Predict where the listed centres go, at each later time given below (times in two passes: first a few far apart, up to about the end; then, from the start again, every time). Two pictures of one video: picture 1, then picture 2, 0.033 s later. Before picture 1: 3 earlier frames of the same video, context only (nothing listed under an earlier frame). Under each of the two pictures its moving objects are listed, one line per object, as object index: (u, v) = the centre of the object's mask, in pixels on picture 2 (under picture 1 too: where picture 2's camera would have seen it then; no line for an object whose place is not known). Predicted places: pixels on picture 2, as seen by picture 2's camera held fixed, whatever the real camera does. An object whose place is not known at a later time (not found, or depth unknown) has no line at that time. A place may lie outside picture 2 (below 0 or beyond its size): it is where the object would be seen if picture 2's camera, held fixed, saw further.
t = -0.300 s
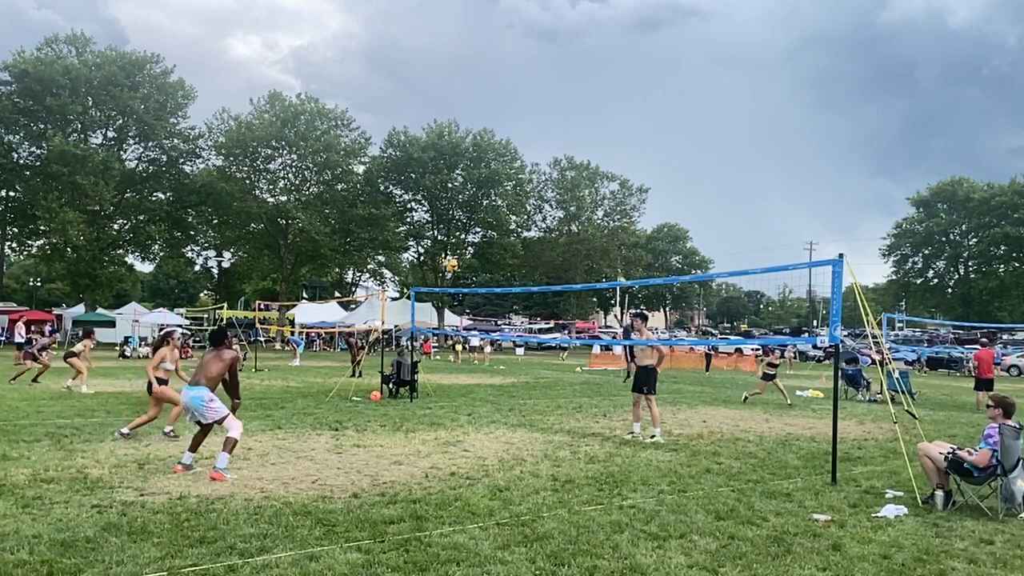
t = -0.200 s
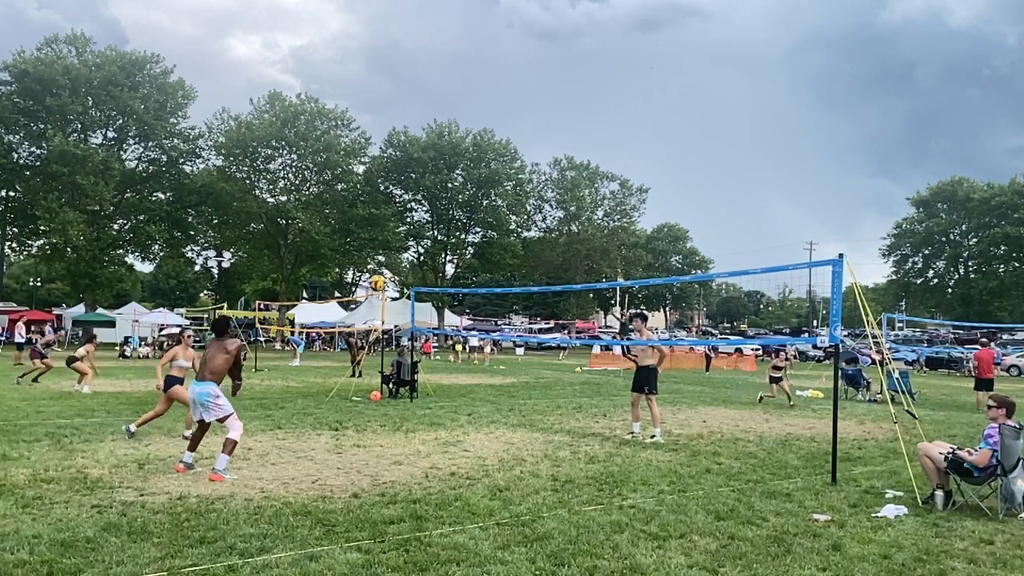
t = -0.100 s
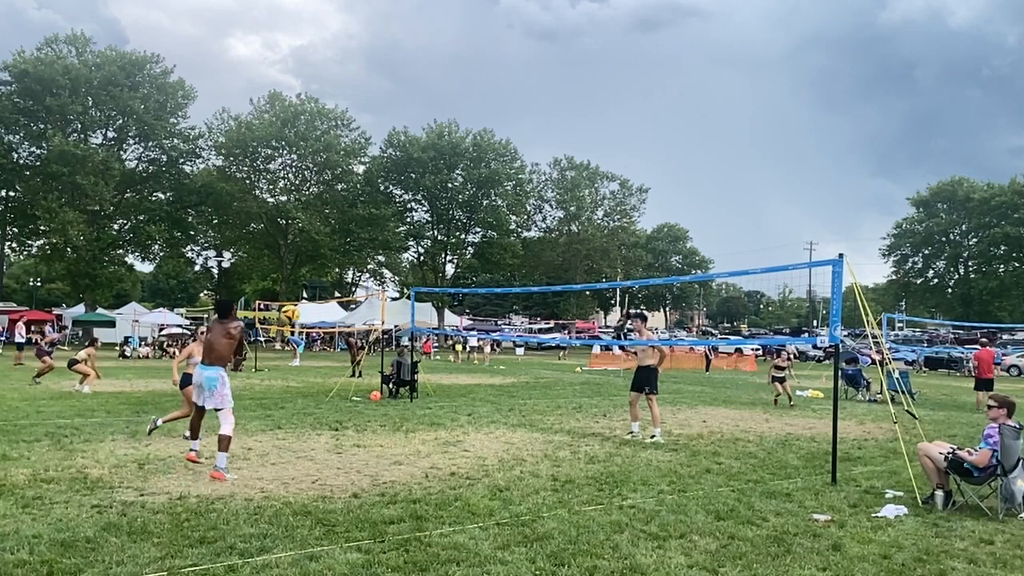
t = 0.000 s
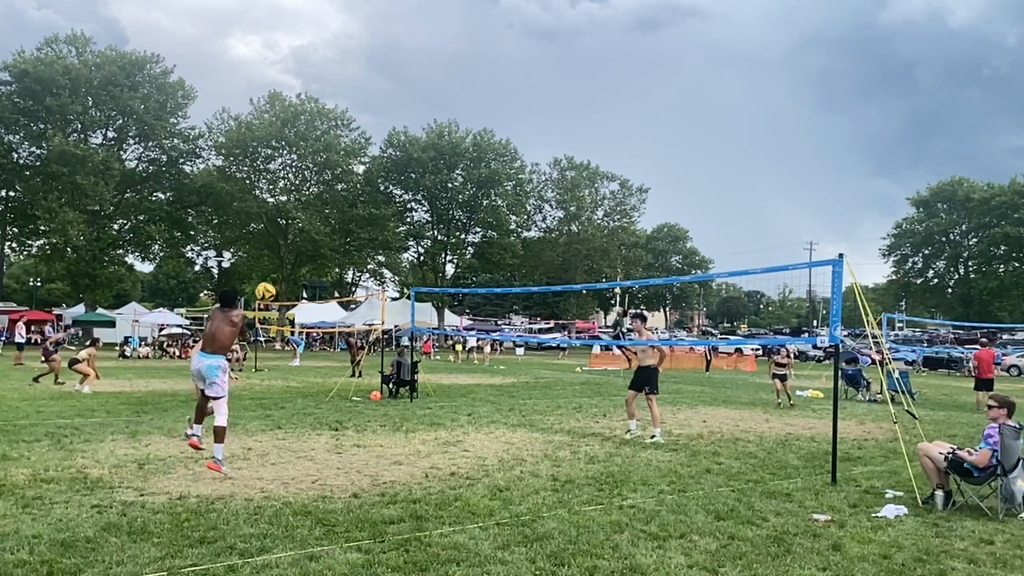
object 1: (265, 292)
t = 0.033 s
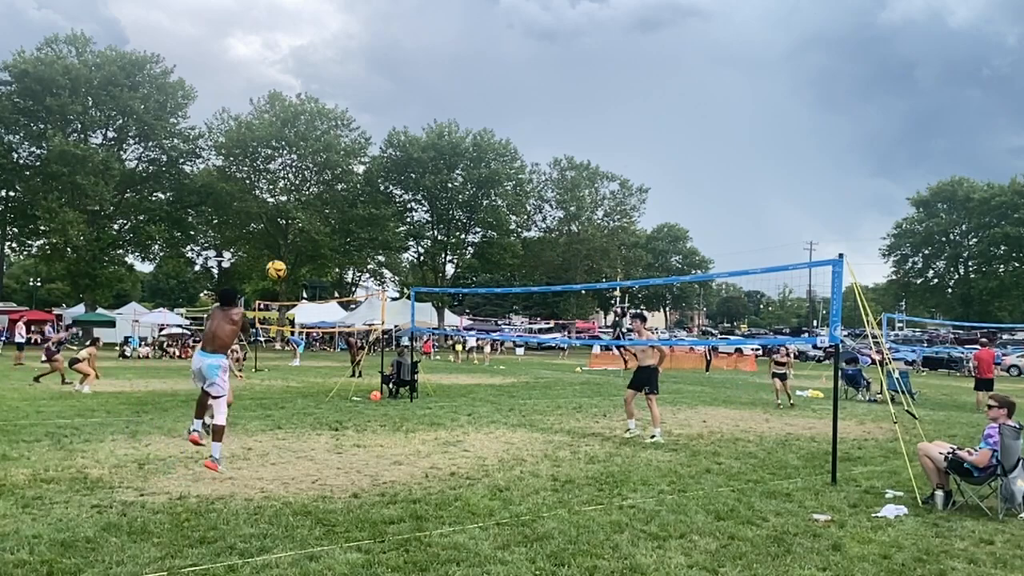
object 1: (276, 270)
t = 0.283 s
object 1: (349, 146)
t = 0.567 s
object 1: (411, 86)
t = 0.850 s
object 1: (461, 89)
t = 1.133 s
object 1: (504, 140)
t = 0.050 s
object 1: (281, 259)
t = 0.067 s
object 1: (287, 249)
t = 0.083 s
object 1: (292, 239)
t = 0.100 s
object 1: (297, 229)
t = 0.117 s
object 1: (303, 220)
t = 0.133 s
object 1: (307, 211)
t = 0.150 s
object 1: (312, 203)
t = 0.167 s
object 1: (317, 194)
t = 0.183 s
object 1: (322, 186)
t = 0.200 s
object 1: (326, 179)
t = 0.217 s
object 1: (330, 172)
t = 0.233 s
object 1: (335, 165)
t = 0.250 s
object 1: (340, 158)
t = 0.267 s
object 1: (343, 152)
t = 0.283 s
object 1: (349, 146)
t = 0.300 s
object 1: (352, 141)
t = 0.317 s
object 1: (356, 135)
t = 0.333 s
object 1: (361, 132)
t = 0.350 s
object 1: (364, 126)
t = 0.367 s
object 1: (368, 120)
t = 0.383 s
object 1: (372, 116)
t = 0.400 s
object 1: (376, 112)
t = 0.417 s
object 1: (379, 109)
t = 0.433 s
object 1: (383, 105)
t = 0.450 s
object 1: (387, 102)
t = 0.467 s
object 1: (391, 99)
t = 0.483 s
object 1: (394, 96)
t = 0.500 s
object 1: (397, 94)
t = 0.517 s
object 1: (401, 91)
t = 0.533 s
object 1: (404, 89)
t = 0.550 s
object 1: (407, 87)
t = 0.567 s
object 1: (411, 86)
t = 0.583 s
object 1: (415, 84)
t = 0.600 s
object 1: (418, 83)
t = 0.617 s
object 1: (420, 82)
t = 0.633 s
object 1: (424, 82)
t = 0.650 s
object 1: (427, 81)
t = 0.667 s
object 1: (430, 81)
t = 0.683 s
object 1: (433, 80)
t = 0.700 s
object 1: (436, 80)
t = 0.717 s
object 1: (439, 80)
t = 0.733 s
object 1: (442, 81)
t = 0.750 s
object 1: (445, 82)
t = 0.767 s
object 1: (448, 83)
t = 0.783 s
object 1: (451, 83)
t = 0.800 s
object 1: (453, 84)
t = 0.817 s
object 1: (456, 86)
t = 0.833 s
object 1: (459, 87)
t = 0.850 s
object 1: (461, 89)
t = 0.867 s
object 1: (464, 90)
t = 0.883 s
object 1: (467, 92)
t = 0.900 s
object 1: (469, 95)
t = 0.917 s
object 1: (472, 97)
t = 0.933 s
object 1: (474, 99)
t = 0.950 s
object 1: (477, 102)
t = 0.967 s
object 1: (479, 105)
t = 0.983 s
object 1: (482, 108)
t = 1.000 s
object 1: (484, 111)
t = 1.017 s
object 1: (487, 114)
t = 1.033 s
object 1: (489, 117)
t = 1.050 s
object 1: (492, 121)
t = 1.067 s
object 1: (494, 125)
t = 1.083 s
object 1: (496, 128)
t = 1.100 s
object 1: (498, 132)
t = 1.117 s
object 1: (501, 135)
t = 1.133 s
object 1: (504, 140)
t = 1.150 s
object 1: (505, 145)
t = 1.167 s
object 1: (507, 147)
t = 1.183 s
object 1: (510, 151)
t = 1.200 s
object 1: (513, 157)
